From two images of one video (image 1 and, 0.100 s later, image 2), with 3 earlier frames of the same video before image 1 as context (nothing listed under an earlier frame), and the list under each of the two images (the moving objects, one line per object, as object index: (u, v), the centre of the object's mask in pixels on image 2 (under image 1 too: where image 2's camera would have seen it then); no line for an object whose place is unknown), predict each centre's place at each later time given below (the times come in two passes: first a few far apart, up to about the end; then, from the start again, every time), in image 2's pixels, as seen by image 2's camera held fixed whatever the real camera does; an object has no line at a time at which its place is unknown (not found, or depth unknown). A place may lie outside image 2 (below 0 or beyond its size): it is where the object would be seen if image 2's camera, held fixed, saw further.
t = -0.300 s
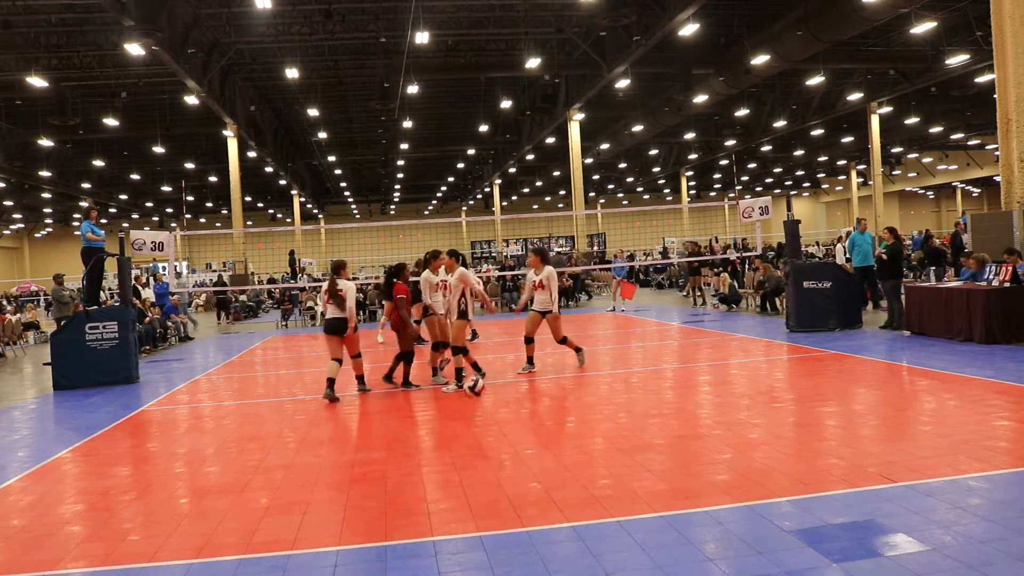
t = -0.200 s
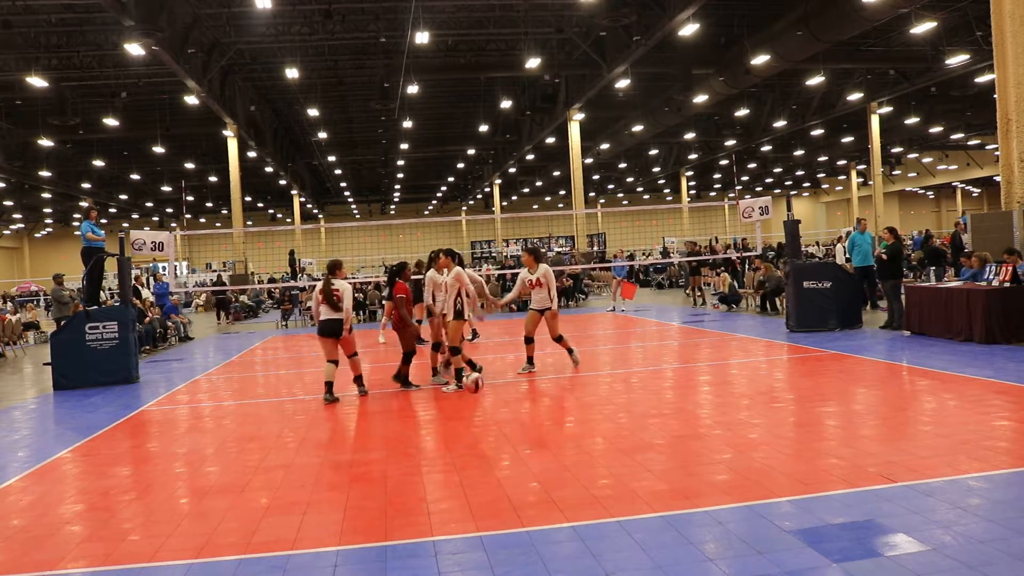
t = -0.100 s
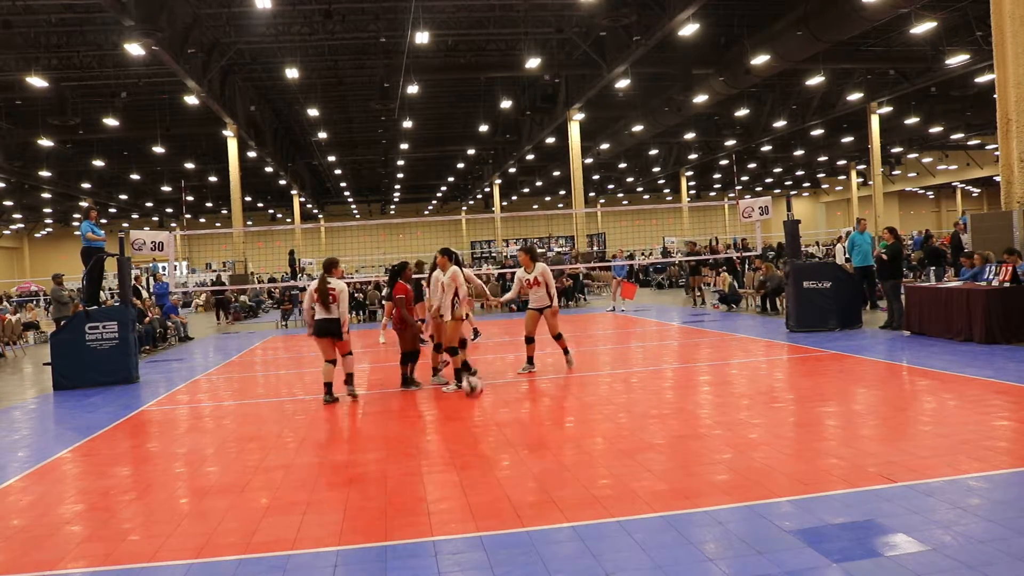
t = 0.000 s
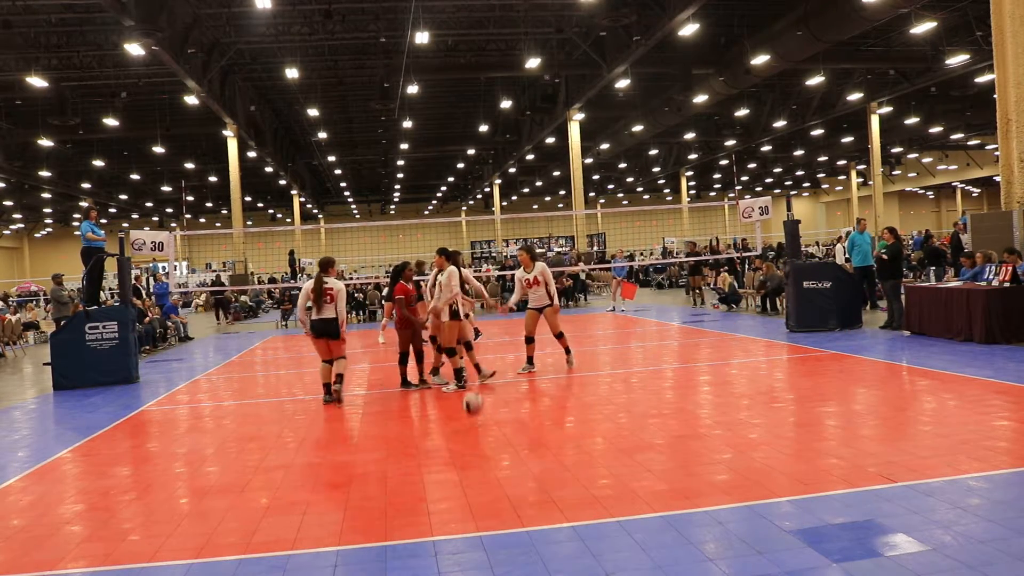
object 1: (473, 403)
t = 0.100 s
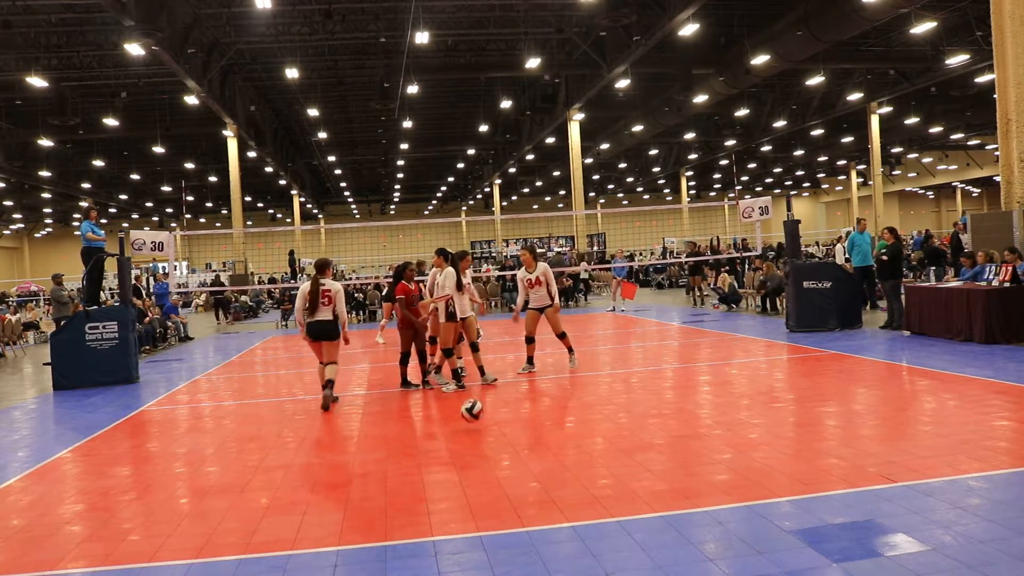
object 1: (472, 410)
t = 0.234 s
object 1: (471, 405)
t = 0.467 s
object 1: (469, 423)
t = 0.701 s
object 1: (467, 435)
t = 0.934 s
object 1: (464, 442)
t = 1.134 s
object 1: (462, 454)
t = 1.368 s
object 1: (460, 465)
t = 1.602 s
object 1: (457, 476)
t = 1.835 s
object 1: (453, 487)
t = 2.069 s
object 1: (450, 500)
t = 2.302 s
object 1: (445, 514)
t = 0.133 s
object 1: (471, 408)
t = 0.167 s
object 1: (471, 405)
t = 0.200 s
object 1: (471, 405)
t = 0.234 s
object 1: (471, 405)
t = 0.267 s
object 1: (470, 406)
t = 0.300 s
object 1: (470, 409)
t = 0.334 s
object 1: (470, 412)
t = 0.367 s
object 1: (470, 418)
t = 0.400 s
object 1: (470, 424)
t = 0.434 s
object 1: (470, 426)
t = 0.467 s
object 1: (469, 423)
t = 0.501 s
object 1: (469, 421)
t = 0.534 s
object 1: (468, 421)
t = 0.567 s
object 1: (468, 421)
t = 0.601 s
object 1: (468, 422)
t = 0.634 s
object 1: (467, 425)
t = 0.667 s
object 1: (467, 430)
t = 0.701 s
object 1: (467, 435)
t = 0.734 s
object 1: (467, 438)
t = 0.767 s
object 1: (466, 436)
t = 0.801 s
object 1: (466, 434)
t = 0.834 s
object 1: (465, 434)
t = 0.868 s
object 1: (465, 435)
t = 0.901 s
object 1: (465, 439)
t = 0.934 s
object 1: (464, 442)
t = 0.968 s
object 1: (464, 448)
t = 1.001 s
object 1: (464, 447)
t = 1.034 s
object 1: (463, 447)
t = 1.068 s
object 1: (463, 447)
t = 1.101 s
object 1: (463, 449)
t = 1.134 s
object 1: (462, 454)
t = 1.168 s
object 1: (462, 456)
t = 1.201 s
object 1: (462, 455)
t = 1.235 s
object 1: (461, 457)
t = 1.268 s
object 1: (461, 460)
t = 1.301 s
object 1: (461, 461)
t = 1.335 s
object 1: (460, 462)
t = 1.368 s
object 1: (460, 465)
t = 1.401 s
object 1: (460, 466)
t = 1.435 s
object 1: (459, 468)
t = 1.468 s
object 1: (459, 470)
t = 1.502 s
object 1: (458, 471)
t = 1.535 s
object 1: (458, 473)
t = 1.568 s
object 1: (458, 474)
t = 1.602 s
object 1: (457, 476)
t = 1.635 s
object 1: (457, 478)
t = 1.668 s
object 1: (456, 479)
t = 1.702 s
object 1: (455, 480)
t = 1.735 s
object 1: (455, 482)
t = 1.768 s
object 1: (454, 484)
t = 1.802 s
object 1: (454, 485)
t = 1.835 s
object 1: (453, 487)
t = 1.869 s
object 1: (453, 489)
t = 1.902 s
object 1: (452, 491)
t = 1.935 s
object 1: (452, 492)
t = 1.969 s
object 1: (451, 494)
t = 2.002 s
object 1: (451, 496)
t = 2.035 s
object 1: (450, 498)
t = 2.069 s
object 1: (450, 500)
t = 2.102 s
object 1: (449, 502)
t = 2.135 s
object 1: (448, 504)
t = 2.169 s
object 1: (448, 505)
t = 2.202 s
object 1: (447, 507)
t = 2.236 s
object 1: (446, 509)
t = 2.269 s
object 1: (445, 511)
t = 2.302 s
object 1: (445, 514)
